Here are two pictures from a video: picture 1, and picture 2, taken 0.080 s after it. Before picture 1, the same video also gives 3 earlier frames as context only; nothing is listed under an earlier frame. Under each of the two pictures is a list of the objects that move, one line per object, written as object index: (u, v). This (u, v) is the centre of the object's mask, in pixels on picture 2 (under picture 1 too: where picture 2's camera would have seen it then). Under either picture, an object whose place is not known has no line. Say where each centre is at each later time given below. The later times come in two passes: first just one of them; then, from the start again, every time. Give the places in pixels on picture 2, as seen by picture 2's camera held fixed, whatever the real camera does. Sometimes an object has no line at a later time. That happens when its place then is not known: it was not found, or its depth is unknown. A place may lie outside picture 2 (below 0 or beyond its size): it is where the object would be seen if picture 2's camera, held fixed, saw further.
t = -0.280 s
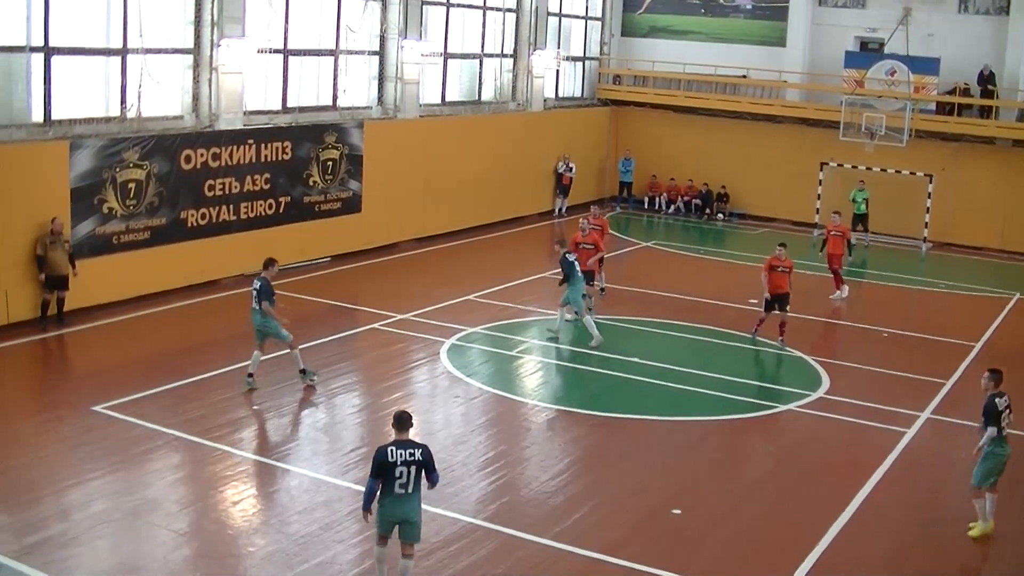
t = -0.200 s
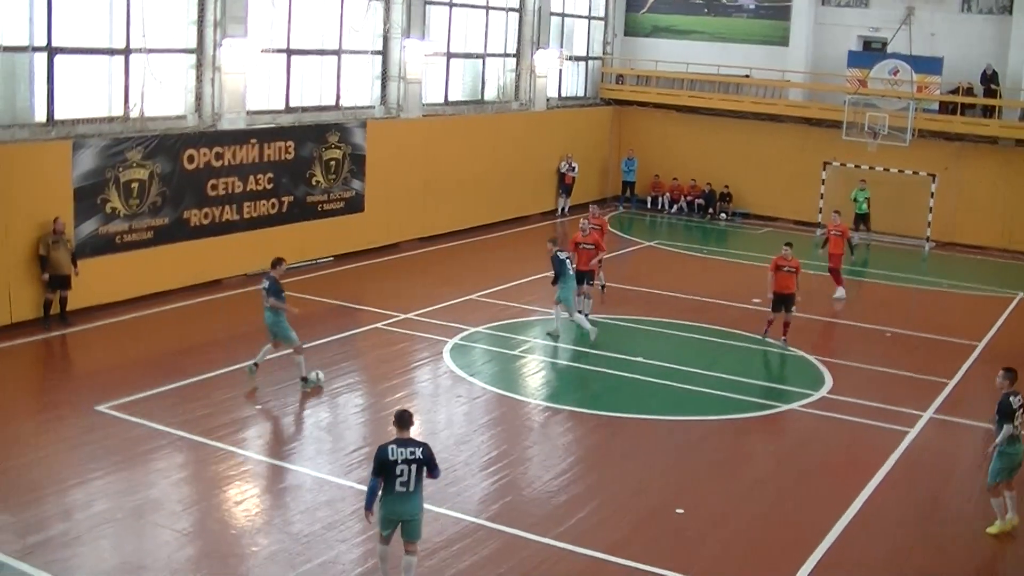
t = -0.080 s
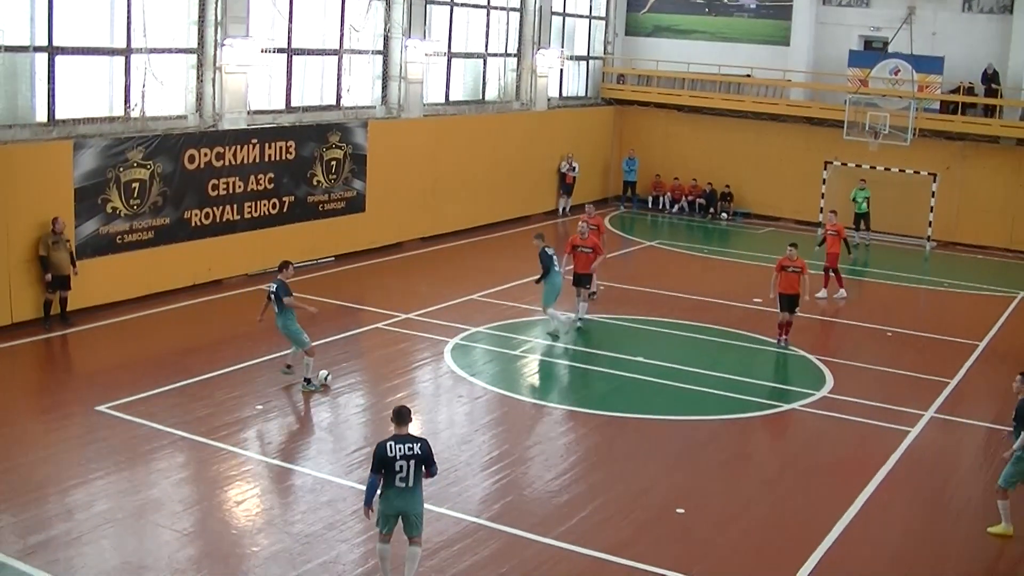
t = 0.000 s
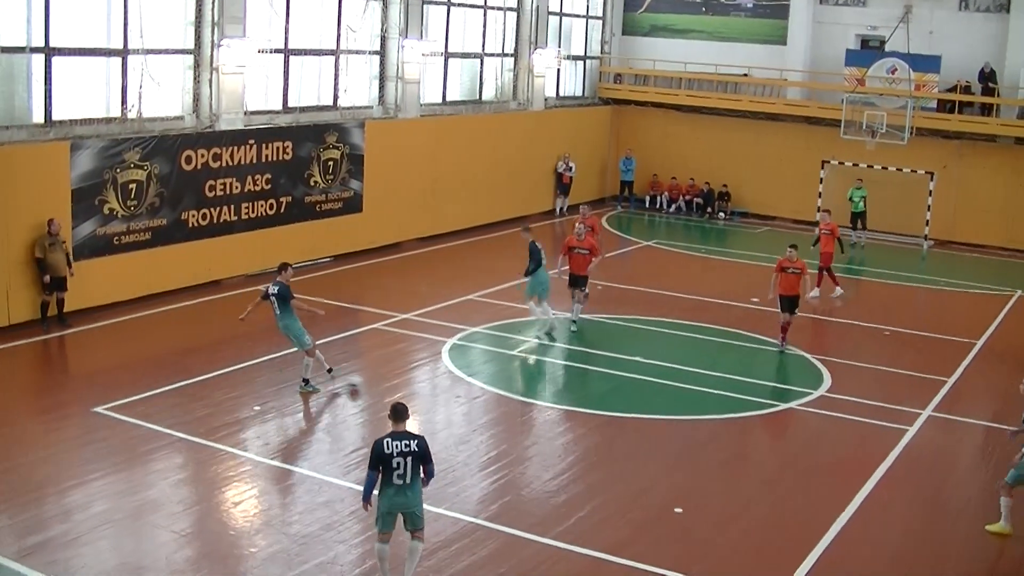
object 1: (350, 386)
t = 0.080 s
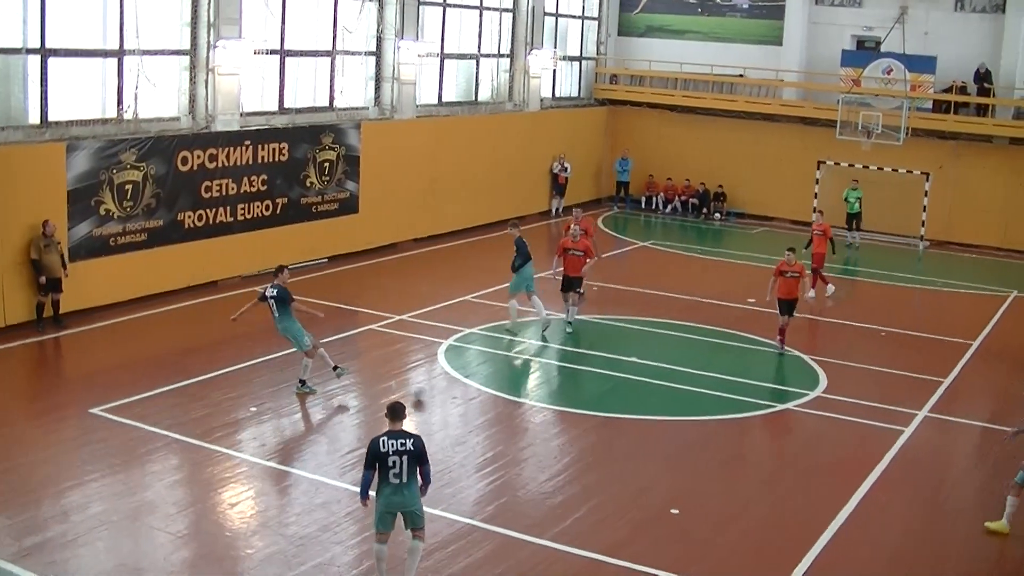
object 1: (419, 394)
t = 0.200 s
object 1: (518, 405)
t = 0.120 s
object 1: (452, 403)
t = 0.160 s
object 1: (486, 401)
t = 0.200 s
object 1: (518, 405)
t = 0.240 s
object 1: (548, 408)
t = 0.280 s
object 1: (581, 412)
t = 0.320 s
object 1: (613, 415)
